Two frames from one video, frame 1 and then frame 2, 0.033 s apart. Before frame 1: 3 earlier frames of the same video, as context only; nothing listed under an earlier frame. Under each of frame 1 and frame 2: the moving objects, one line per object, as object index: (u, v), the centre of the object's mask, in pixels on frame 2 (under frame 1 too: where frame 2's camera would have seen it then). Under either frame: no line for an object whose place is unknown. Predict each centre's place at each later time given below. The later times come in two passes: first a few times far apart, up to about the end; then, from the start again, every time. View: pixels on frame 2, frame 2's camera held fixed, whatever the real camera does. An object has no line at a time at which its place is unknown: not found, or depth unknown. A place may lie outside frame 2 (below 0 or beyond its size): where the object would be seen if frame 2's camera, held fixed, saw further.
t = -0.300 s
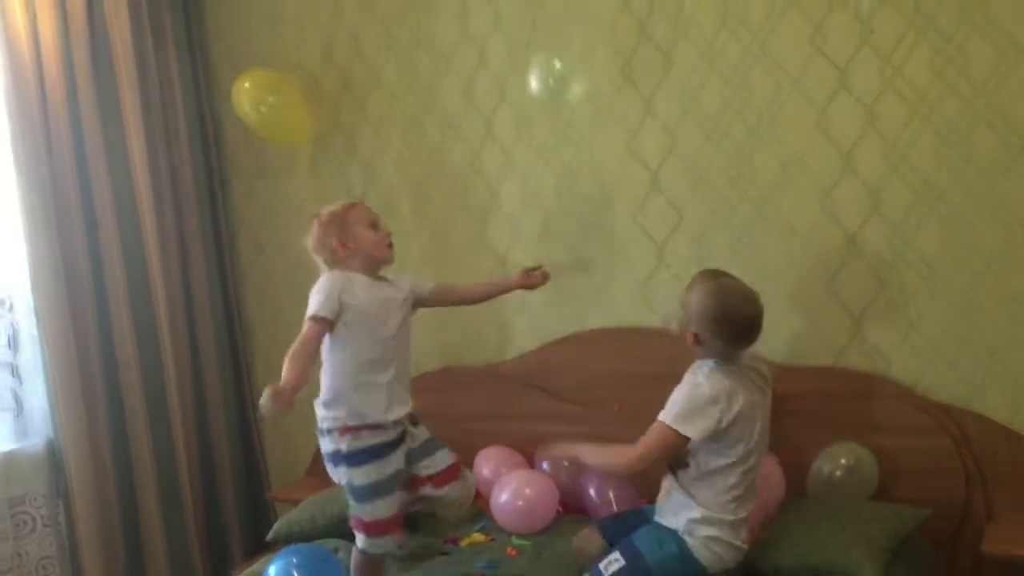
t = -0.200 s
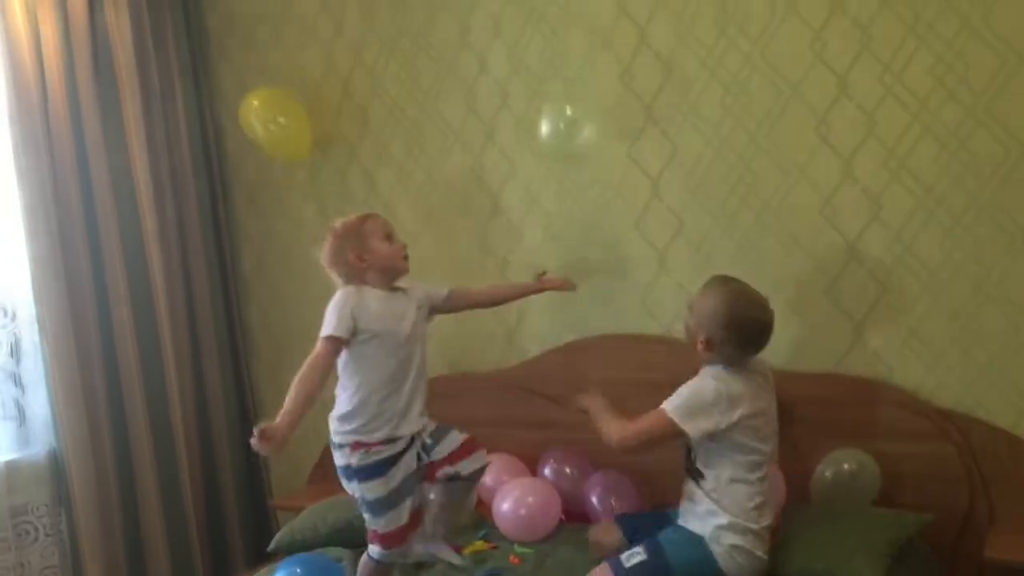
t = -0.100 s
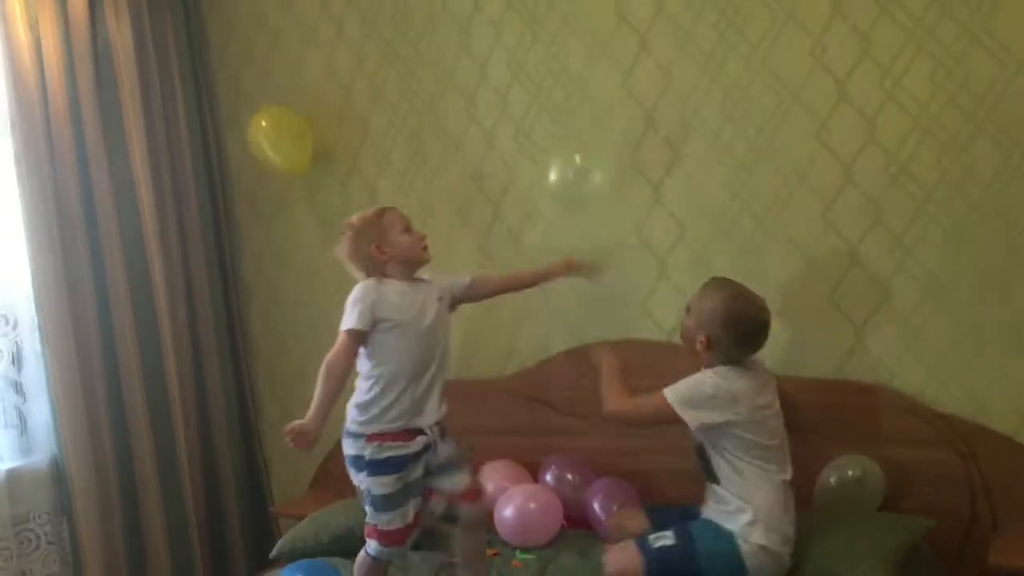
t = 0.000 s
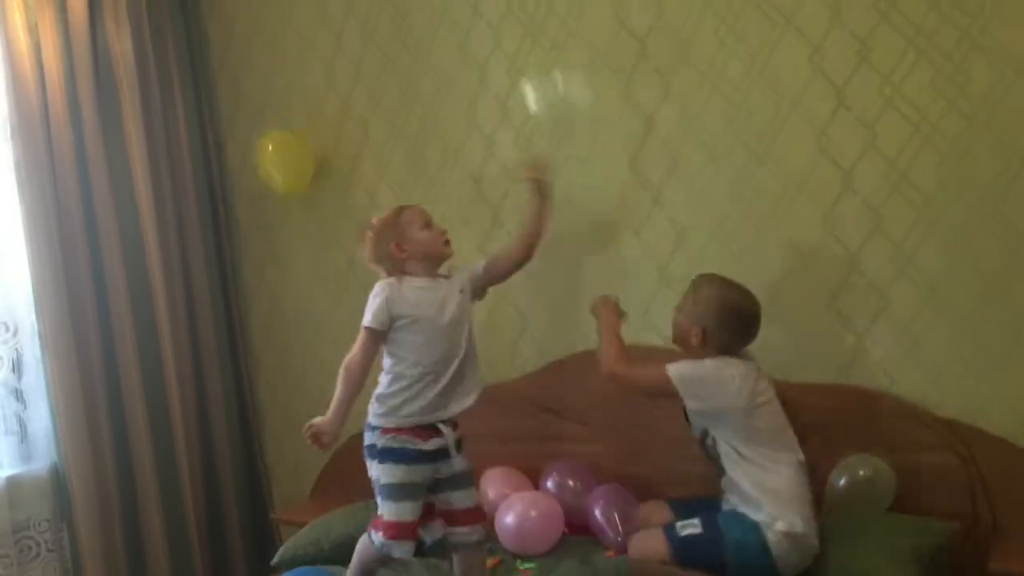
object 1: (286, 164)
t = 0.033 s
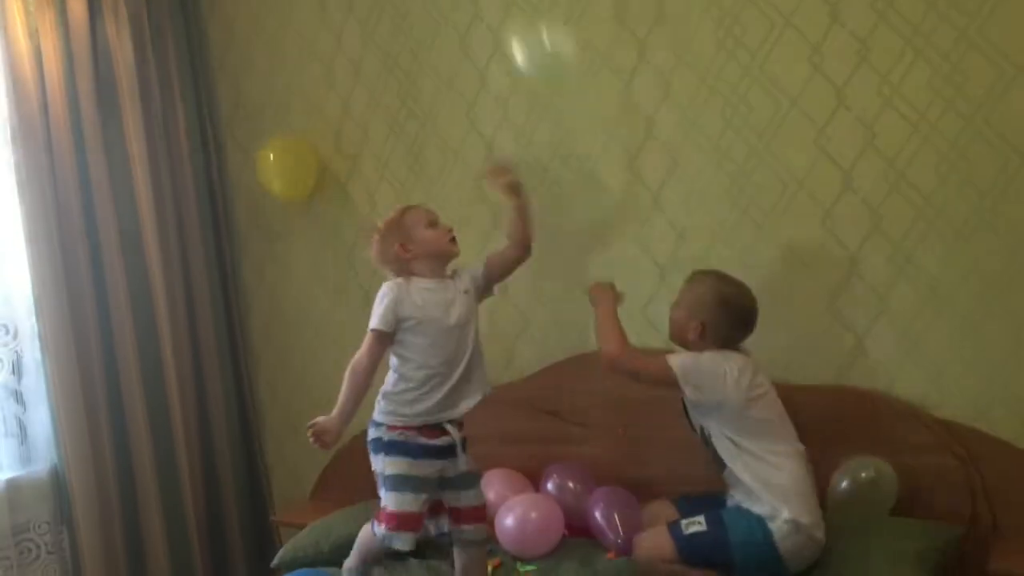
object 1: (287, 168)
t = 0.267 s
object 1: (292, 211)
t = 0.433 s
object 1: (294, 258)
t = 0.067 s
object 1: (289, 175)
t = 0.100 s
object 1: (290, 179)
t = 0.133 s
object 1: (291, 186)
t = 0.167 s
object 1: (292, 193)
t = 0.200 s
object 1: (293, 198)
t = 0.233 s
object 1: (292, 205)
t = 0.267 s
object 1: (292, 211)
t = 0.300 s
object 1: (292, 222)
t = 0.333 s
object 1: (293, 230)
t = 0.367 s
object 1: (293, 241)
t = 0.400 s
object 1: (293, 249)
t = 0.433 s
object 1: (294, 258)
